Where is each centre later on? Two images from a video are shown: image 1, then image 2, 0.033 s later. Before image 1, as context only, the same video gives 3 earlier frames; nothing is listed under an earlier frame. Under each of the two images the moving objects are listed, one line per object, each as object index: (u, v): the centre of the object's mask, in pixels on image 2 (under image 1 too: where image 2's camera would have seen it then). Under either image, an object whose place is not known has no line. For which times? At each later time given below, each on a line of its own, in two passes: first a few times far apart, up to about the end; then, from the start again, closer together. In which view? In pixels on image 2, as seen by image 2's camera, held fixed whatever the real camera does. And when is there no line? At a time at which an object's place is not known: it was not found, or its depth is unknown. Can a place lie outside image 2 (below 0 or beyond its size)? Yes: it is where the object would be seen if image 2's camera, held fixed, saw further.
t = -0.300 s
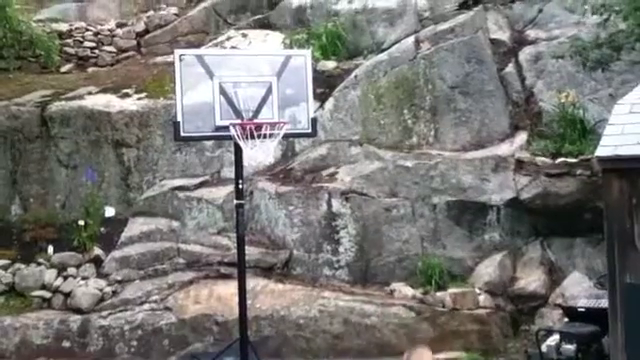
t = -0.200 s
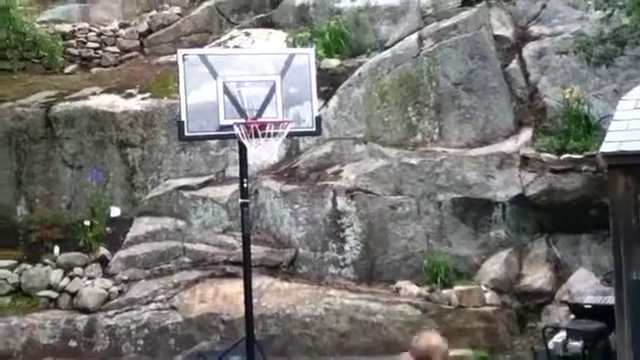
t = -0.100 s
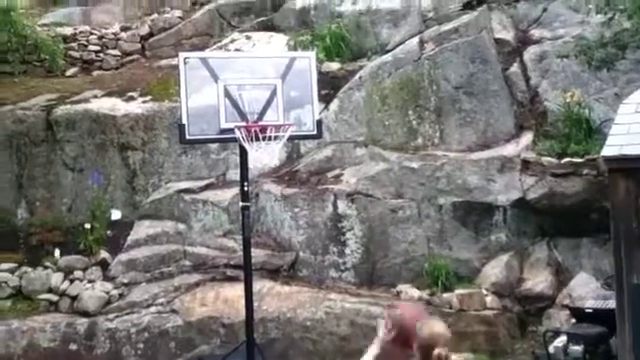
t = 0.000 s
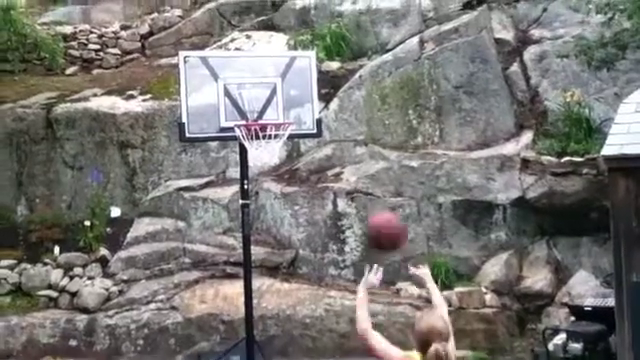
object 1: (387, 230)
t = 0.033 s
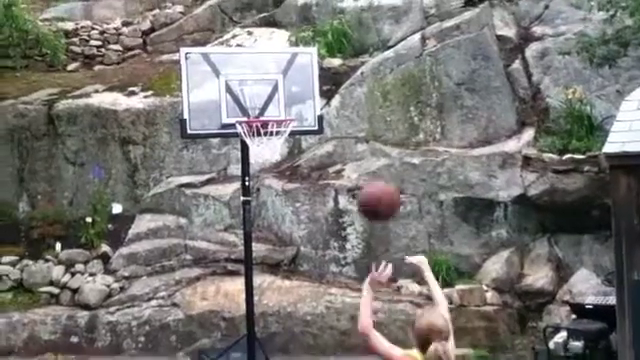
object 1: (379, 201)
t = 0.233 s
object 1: (340, 93)
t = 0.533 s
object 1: (301, 67)
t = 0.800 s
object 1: (277, 112)
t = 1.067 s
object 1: (252, 130)
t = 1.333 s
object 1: (276, 150)
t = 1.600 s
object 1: (292, 214)
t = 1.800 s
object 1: (306, 332)
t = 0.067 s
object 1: (371, 176)
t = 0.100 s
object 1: (366, 153)
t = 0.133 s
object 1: (360, 134)
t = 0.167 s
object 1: (351, 119)
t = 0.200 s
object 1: (347, 103)
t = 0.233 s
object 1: (340, 93)
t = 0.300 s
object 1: (332, 75)
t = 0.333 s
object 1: (326, 67)
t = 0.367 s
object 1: (322, 65)
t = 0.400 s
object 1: (317, 63)
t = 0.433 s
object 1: (314, 62)
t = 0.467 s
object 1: (309, 63)
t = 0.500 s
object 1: (305, 64)
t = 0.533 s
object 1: (301, 67)
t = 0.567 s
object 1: (298, 72)
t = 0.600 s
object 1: (296, 78)
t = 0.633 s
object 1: (293, 86)
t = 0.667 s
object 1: (290, 95)
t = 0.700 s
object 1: (288, 103)
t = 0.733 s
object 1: (284, 107)
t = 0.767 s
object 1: (280, 109)
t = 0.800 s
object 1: (277, 112)
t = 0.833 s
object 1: (271, 111)
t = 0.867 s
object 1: (265, 112)
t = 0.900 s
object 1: (262, 119)
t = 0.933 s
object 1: (254, 122)
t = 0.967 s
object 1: (254, 122)
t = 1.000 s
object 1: (253, 123)
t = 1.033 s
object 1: (252, 127)
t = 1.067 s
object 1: (252, 130)
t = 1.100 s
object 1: (255, 134)
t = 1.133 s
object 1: (256, 136)
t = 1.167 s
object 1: (260, 139)
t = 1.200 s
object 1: (264, 142)
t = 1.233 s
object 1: (267, 140)
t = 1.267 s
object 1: (269, 147)
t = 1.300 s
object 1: (273, 147)
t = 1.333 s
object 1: (276, 150)
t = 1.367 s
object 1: (278, 161)
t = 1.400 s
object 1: (280, 165)
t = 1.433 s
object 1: (281, 167)
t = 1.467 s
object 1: (282, 171)
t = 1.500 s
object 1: (286, 180)
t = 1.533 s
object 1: (288, 191)
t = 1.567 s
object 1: (290, 202)
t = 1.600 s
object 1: (292, 214)
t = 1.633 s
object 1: (293, 227)
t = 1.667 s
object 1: (295, 247)
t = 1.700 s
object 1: (296, 257)
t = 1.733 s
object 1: (300, 275)
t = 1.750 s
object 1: (302, 294)
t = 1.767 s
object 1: (304, 313)
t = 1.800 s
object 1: (306, 332)
